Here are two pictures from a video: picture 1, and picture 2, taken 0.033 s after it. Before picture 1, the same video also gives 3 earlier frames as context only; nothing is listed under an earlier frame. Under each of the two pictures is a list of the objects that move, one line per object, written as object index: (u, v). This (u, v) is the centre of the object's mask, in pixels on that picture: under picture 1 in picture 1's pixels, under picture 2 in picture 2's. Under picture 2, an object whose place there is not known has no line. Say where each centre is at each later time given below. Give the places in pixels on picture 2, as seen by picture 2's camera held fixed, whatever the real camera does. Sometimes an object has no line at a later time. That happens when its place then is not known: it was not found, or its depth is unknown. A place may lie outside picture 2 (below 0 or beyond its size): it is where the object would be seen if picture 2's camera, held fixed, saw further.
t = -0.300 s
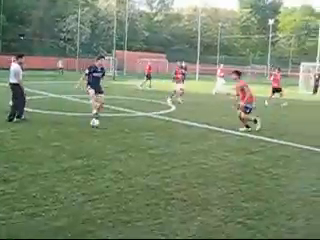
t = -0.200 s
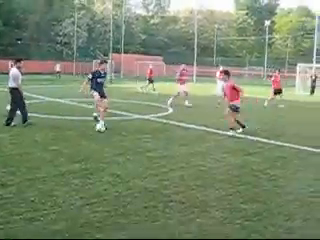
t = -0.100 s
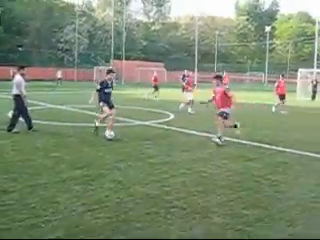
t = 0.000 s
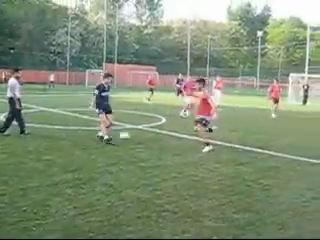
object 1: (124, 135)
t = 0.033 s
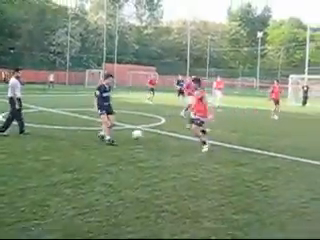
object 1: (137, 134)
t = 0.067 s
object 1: (151, 132)
